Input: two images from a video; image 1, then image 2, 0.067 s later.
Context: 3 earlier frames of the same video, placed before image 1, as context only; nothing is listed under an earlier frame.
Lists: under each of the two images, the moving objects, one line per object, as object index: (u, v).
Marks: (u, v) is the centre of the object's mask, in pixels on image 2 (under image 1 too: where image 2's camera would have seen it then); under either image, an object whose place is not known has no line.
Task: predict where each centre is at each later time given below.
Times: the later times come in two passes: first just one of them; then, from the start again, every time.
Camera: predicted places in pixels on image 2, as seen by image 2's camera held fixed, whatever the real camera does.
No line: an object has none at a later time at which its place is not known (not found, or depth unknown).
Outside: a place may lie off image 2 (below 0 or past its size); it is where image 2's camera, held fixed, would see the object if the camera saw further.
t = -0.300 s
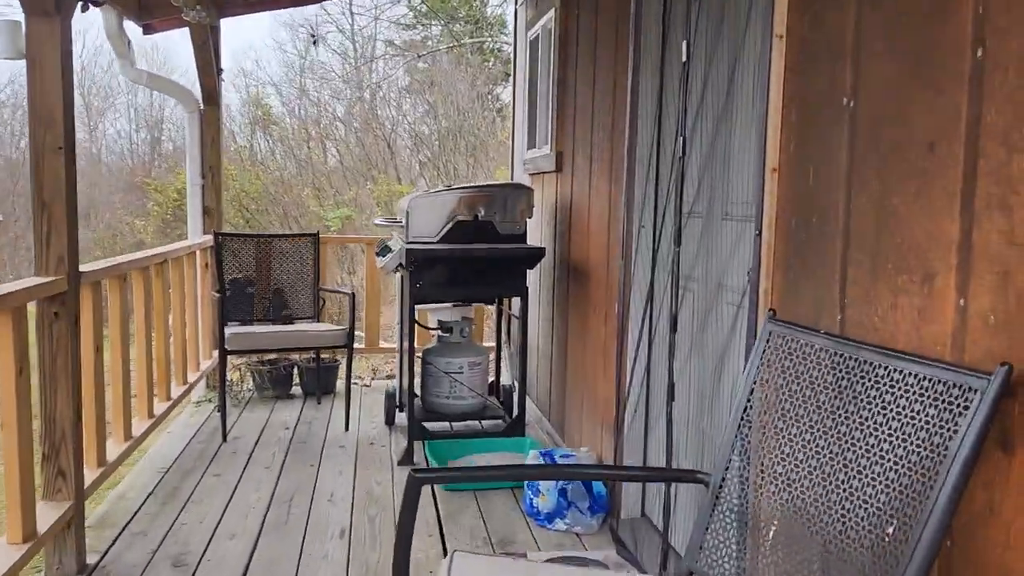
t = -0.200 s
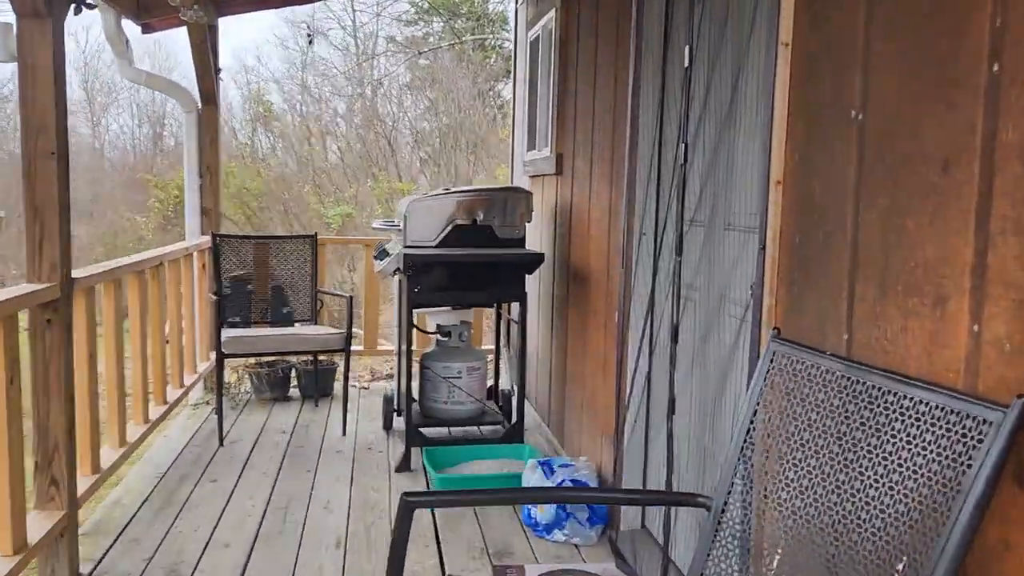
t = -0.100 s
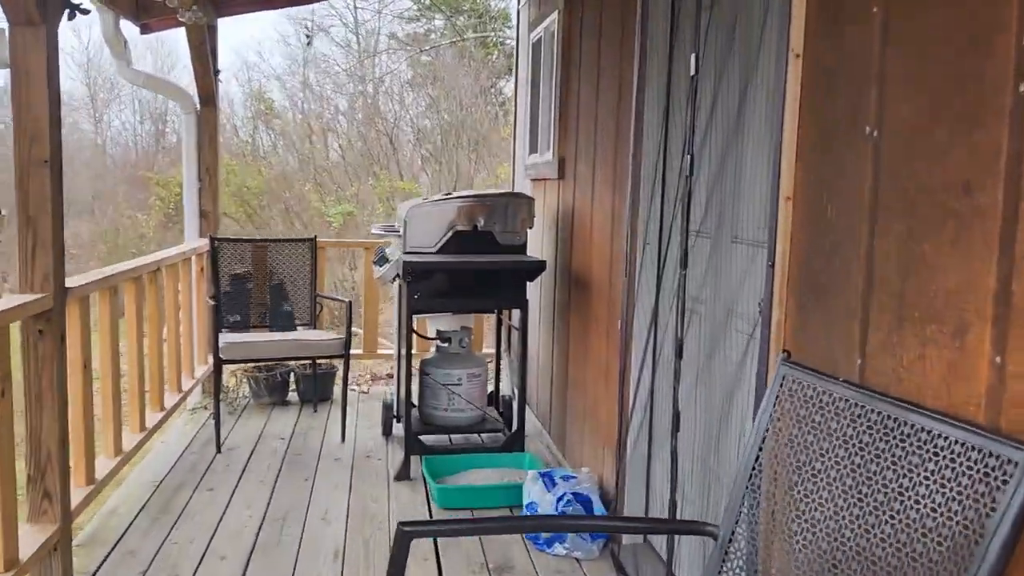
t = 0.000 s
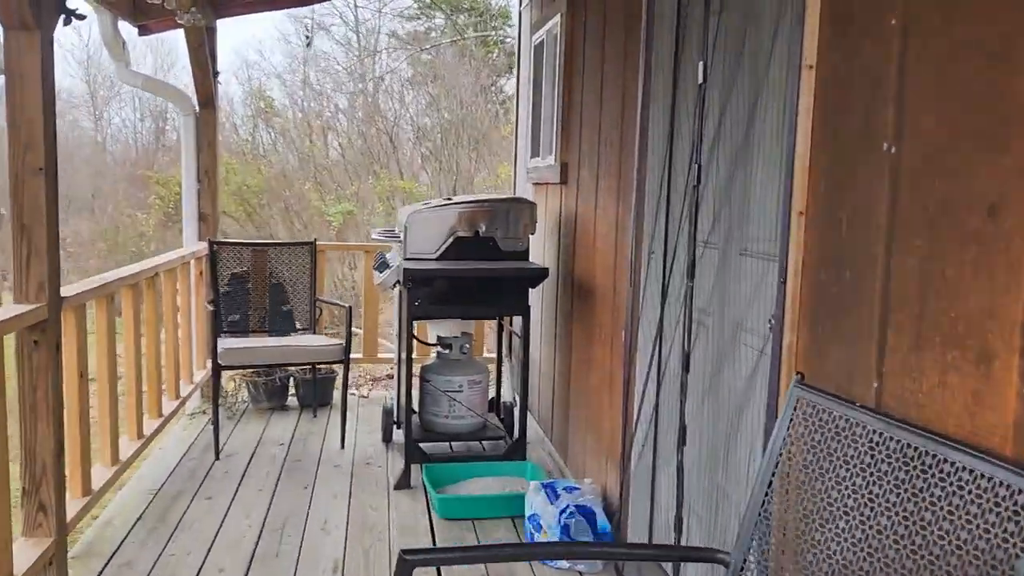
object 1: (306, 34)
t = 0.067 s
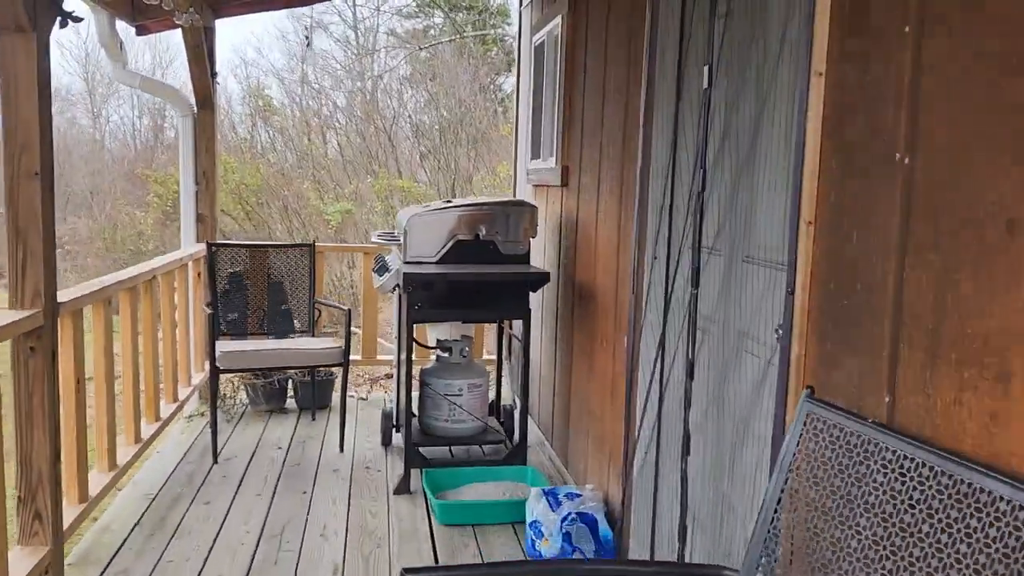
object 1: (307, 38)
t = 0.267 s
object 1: (314, 41)
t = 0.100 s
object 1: (309, 39)
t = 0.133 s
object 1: (310, 39)
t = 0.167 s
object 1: (311, 39)
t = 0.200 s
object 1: (312, 40)
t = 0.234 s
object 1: (313, 41)
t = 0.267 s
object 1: (314, 41)
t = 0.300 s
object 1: (315, 41)
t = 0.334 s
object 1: (317, 43)
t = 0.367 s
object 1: (318, 44)
